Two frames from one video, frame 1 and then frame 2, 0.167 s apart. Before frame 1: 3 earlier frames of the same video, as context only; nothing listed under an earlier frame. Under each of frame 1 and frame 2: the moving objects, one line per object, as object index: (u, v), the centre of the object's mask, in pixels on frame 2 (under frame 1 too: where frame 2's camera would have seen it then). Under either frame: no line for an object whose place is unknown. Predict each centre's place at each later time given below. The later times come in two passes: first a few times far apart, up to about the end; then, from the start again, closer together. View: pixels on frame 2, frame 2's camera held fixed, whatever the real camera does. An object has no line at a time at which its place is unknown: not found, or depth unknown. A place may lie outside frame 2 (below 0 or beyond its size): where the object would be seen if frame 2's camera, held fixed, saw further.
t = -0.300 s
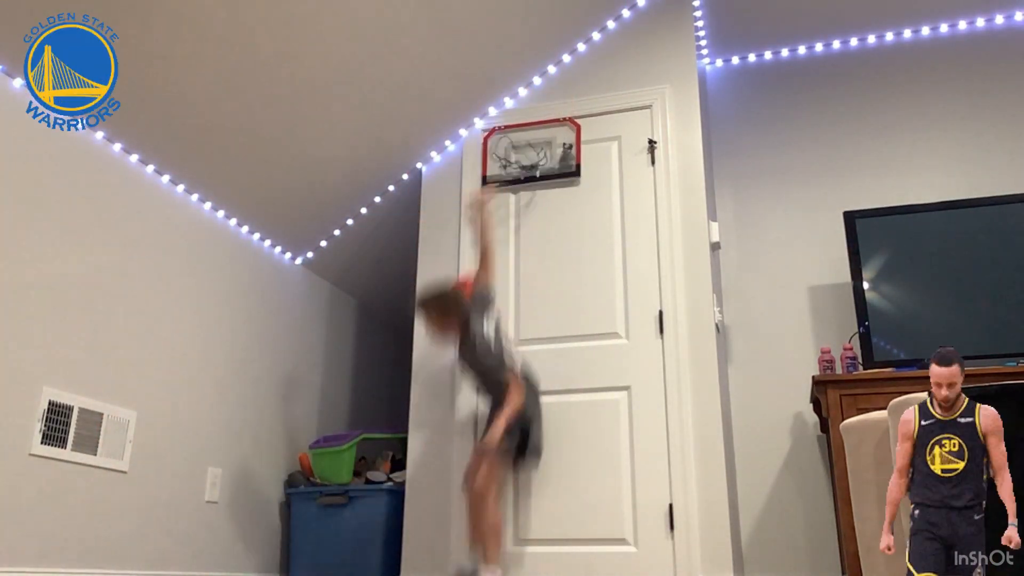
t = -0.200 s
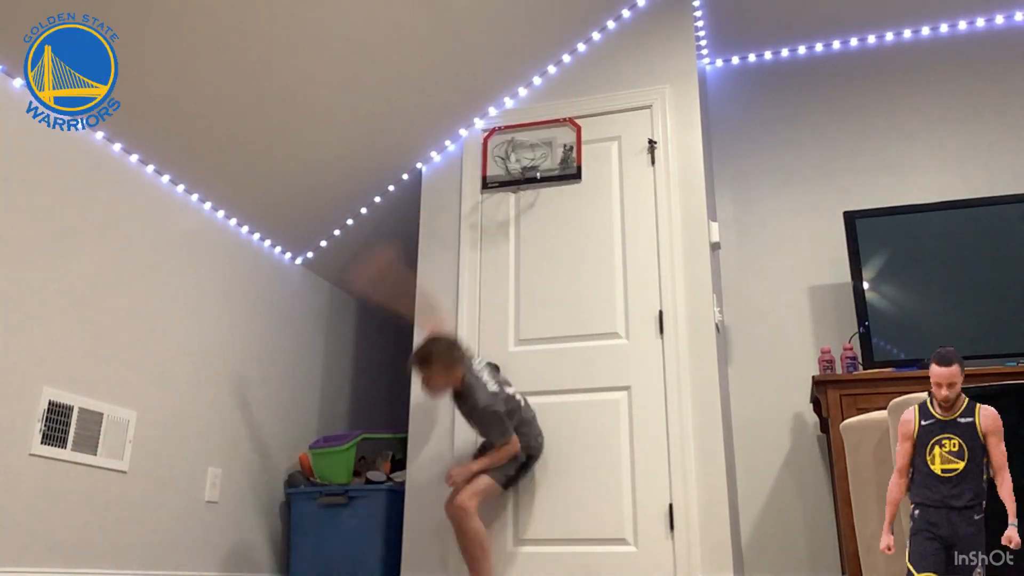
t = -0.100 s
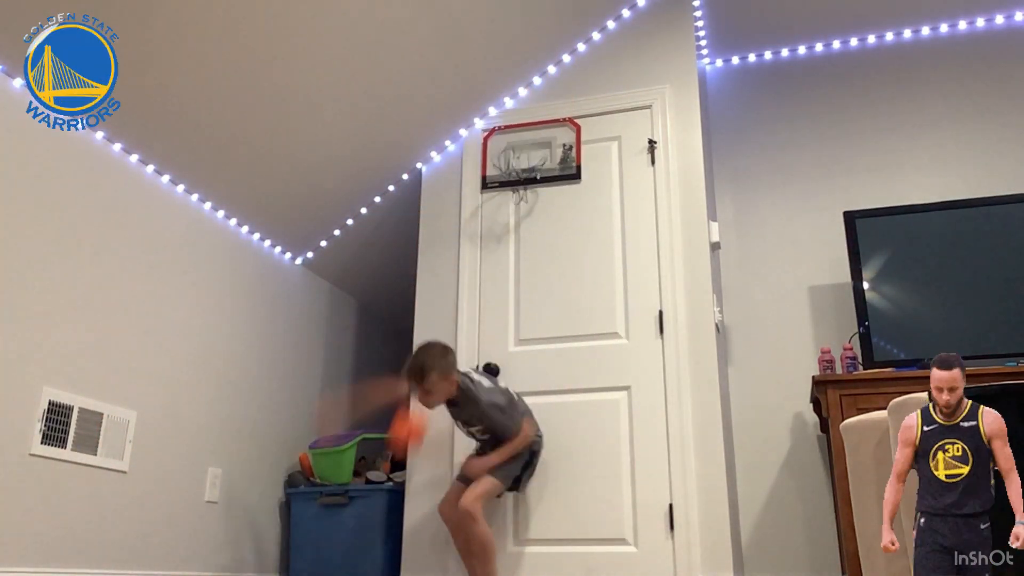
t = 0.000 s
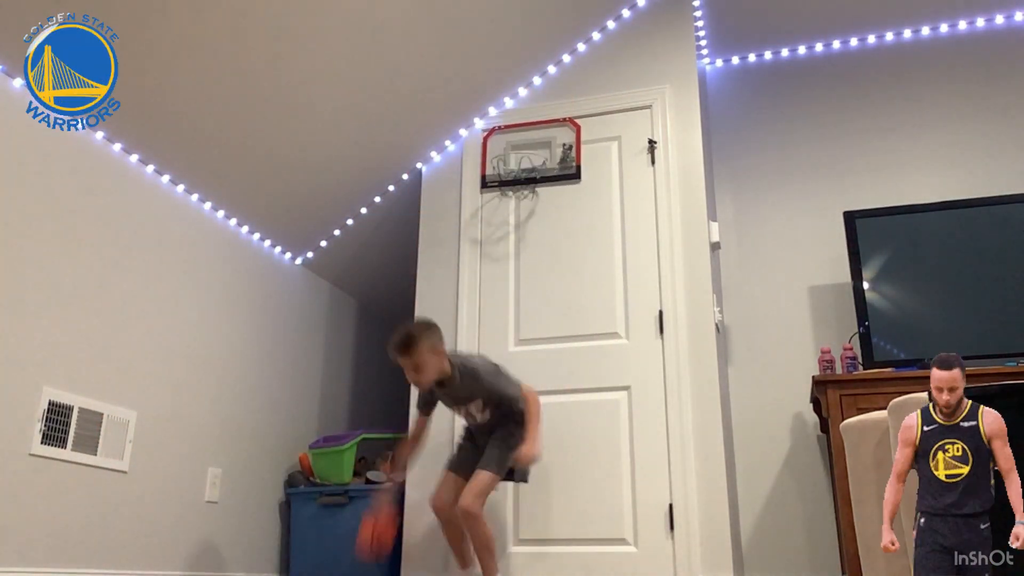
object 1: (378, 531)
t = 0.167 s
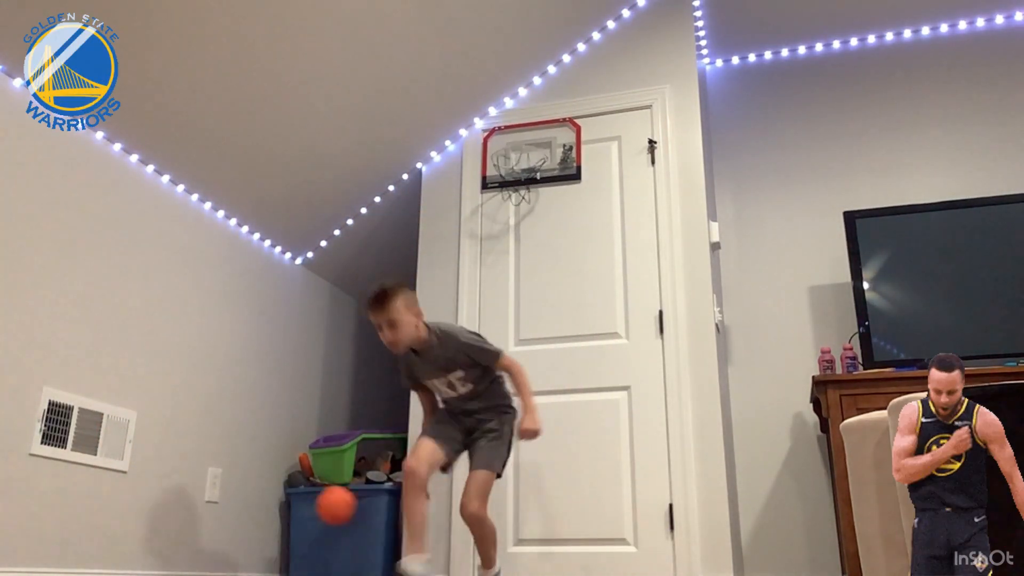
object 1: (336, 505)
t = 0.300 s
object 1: (300, 526)
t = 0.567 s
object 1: (236, 527)
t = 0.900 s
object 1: (175, 567)
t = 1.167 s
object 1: (125, 546)
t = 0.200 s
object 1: (328, 505)
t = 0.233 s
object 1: (318, 510)
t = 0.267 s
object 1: (309, 516)
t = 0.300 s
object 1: (300, 526)
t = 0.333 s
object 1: (288, 539)
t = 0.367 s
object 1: (275, 554)
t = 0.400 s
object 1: (265, 564)
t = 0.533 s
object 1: (240, 537)
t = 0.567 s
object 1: (236, 527)
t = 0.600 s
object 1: (232, 520)
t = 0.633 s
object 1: (227, 516)
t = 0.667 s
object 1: (221, 515)
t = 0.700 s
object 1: (216, 518)
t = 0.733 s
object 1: (210, 524)
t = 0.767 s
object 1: (204, 533)
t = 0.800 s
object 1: (197, 547)
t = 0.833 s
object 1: (189, 558)
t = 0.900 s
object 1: (175, 567)
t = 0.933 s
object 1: (170, 559)
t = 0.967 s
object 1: (165, 551)
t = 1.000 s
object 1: (159, 542)
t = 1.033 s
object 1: (153, 535)
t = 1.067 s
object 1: (148, 532)
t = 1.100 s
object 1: (140, 533)
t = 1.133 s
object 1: (133, 538)
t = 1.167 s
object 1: (125, 546)
